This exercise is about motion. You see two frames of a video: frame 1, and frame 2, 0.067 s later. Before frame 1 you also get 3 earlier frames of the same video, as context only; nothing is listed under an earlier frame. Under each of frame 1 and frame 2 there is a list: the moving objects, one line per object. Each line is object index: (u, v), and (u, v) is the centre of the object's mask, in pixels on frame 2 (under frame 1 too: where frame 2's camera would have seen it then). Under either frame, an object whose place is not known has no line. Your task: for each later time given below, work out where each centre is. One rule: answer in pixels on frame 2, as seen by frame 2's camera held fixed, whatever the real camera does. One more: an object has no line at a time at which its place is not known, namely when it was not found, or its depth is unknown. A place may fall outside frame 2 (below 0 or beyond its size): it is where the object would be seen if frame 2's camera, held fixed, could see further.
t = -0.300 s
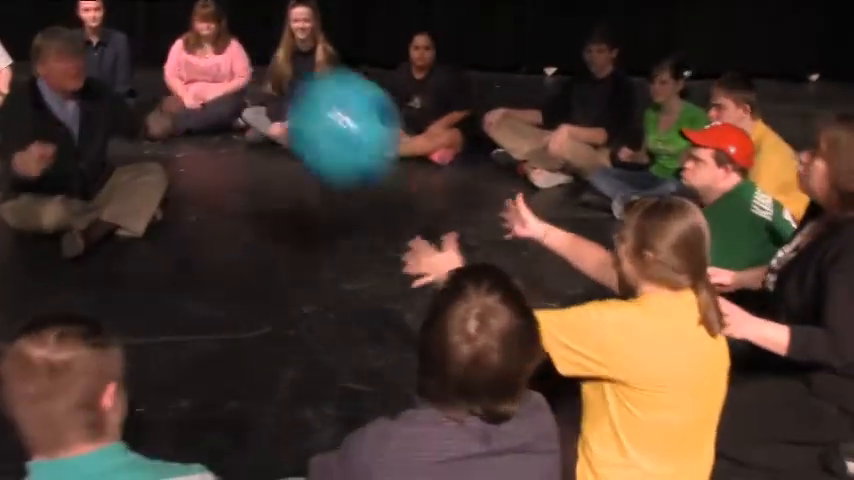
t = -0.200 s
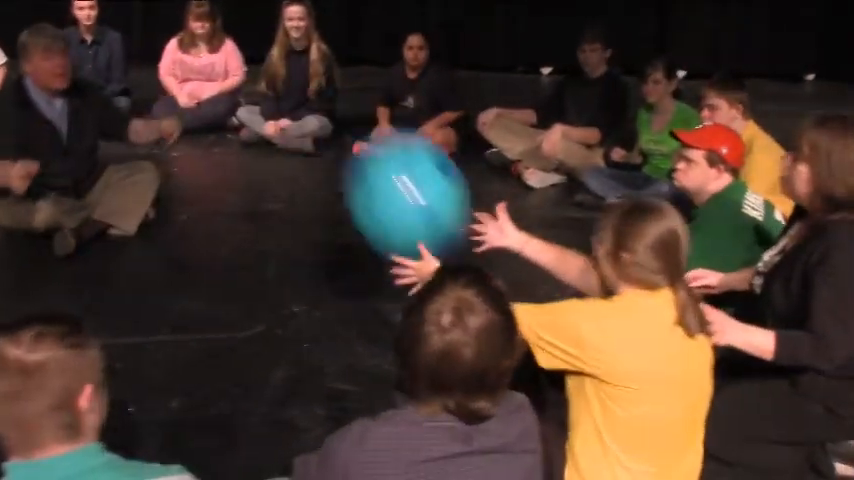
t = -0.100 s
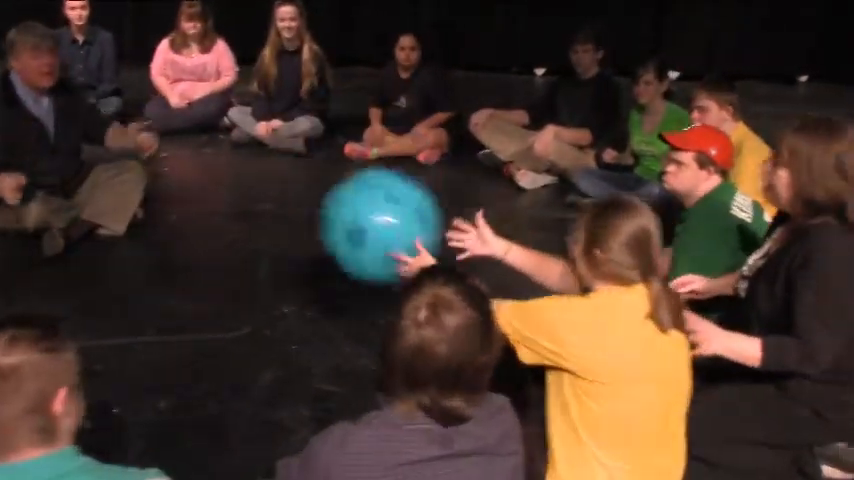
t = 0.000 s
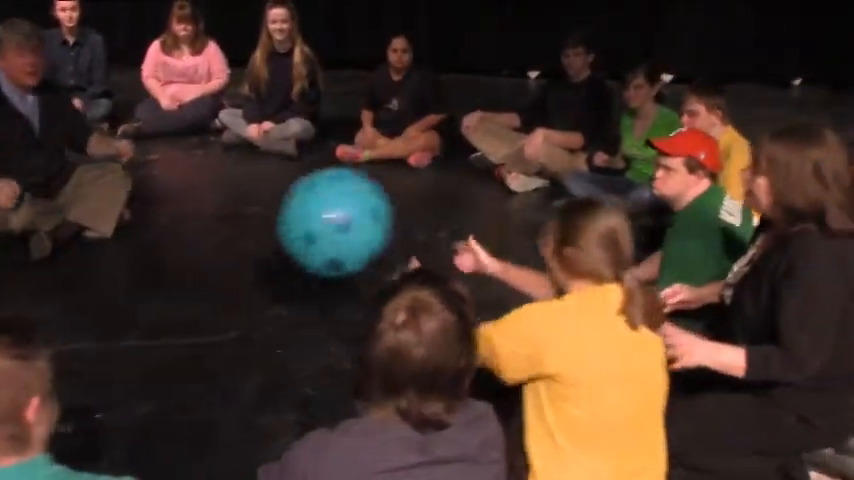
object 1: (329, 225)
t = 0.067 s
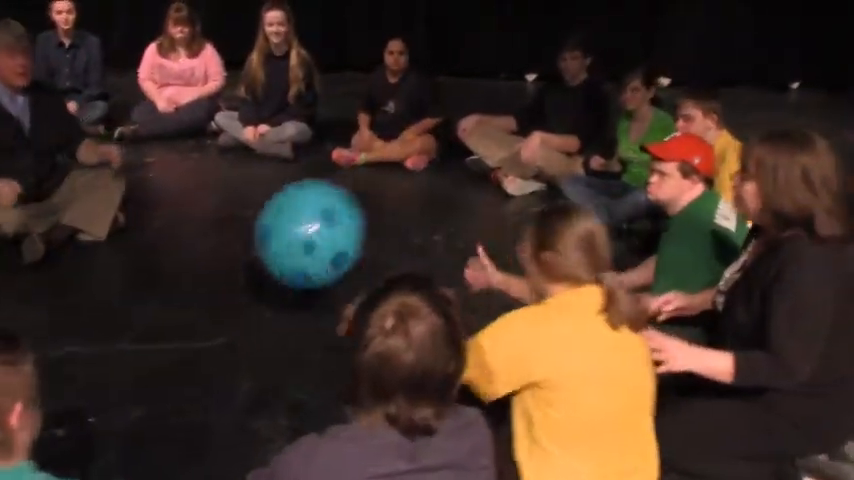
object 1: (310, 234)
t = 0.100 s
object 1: (301, 241)
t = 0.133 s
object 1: (293, 251)
